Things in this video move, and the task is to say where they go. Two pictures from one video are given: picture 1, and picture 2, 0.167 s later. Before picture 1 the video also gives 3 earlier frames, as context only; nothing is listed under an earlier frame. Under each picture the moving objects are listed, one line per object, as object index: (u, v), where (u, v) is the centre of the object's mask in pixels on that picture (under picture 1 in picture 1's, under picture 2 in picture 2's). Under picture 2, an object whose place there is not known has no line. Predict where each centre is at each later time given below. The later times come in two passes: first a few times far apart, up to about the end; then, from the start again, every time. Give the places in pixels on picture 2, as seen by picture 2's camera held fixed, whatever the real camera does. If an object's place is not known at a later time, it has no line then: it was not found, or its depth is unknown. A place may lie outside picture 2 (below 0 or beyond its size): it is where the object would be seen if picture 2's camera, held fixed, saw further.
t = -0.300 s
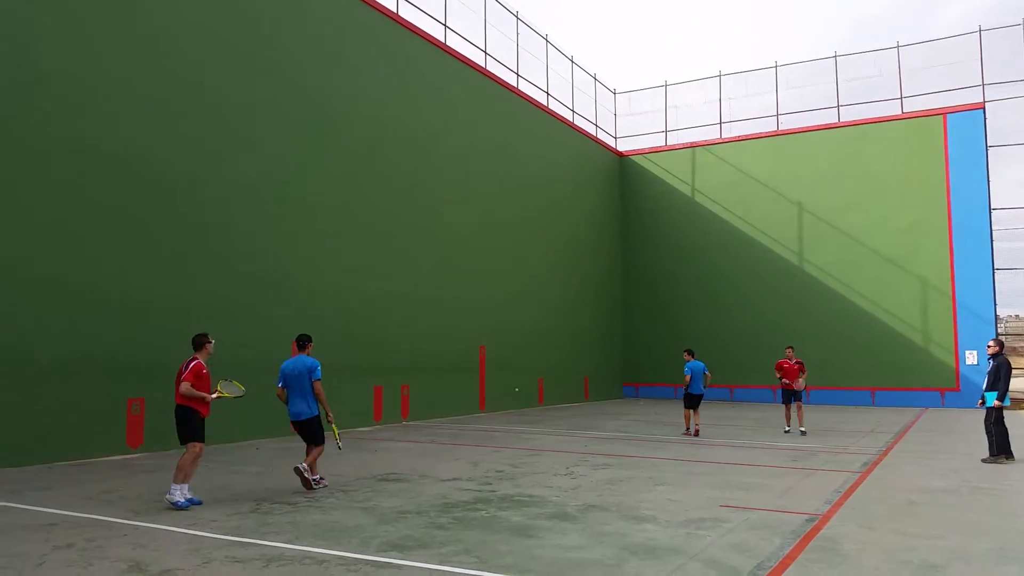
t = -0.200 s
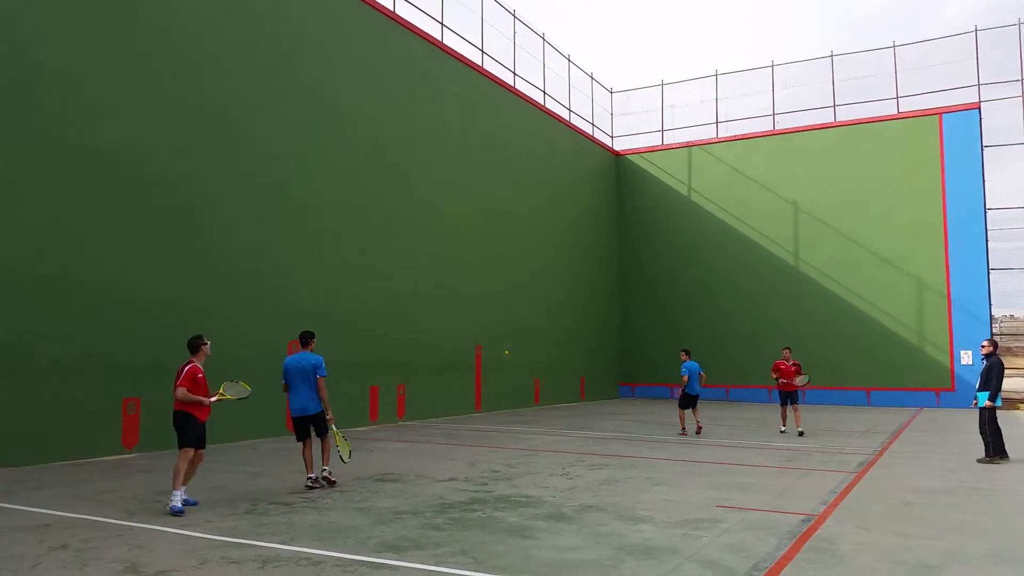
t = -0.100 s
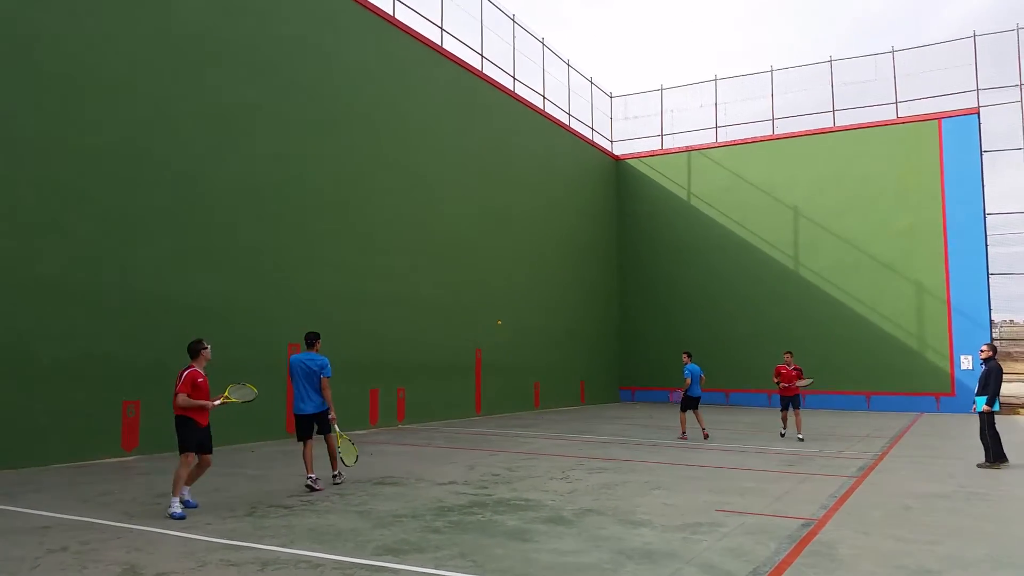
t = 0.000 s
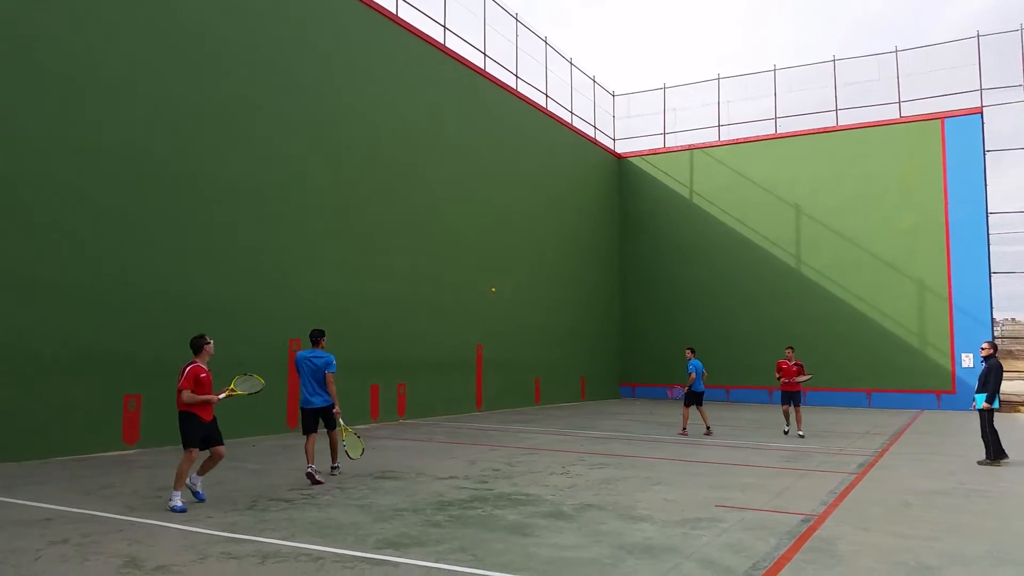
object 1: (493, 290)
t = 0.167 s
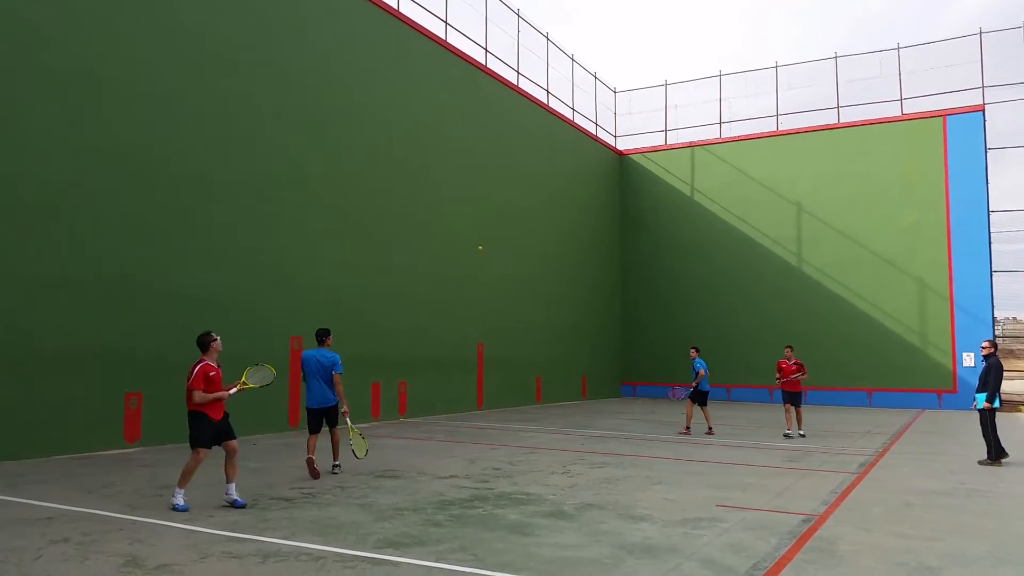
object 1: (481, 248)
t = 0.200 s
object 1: (477, 242)
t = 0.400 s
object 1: (456, 216)
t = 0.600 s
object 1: (431, 217)
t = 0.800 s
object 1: (398, 251)
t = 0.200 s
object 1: (477, 242)
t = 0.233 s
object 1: (474, 236)
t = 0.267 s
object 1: (471, 231)
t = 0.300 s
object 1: (467, 226)
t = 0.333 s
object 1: (464, 222)
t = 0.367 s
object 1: (460, 219)
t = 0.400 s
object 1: (456, 216)
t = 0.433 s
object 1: (452, 214)
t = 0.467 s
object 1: (449, 213)
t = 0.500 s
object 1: (445, 213)
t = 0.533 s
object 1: (440, 213)
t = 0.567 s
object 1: (435, 214)
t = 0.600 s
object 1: (431, 217)
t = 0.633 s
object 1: (426, 220)
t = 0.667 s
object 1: (421, 224)
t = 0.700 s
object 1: (416, 229)
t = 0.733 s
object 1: (410, 235)
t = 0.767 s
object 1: (404, 242)
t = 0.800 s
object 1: (398, 251)
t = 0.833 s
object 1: (392, 260)
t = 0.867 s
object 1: (386, 273)
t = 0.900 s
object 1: (379, 285)
